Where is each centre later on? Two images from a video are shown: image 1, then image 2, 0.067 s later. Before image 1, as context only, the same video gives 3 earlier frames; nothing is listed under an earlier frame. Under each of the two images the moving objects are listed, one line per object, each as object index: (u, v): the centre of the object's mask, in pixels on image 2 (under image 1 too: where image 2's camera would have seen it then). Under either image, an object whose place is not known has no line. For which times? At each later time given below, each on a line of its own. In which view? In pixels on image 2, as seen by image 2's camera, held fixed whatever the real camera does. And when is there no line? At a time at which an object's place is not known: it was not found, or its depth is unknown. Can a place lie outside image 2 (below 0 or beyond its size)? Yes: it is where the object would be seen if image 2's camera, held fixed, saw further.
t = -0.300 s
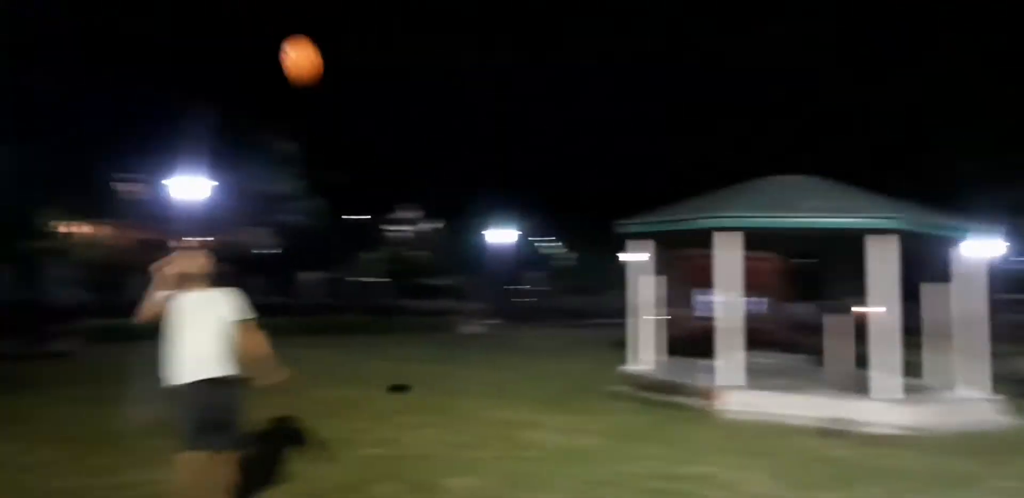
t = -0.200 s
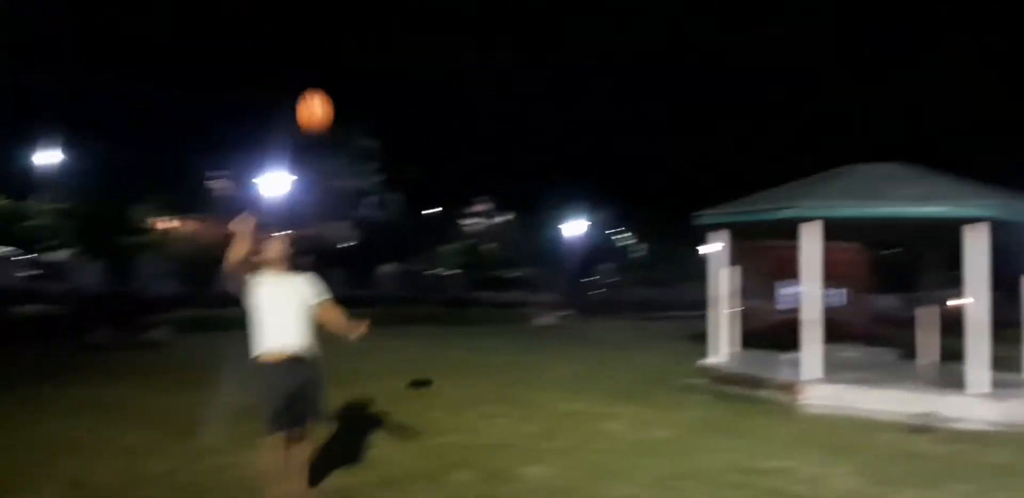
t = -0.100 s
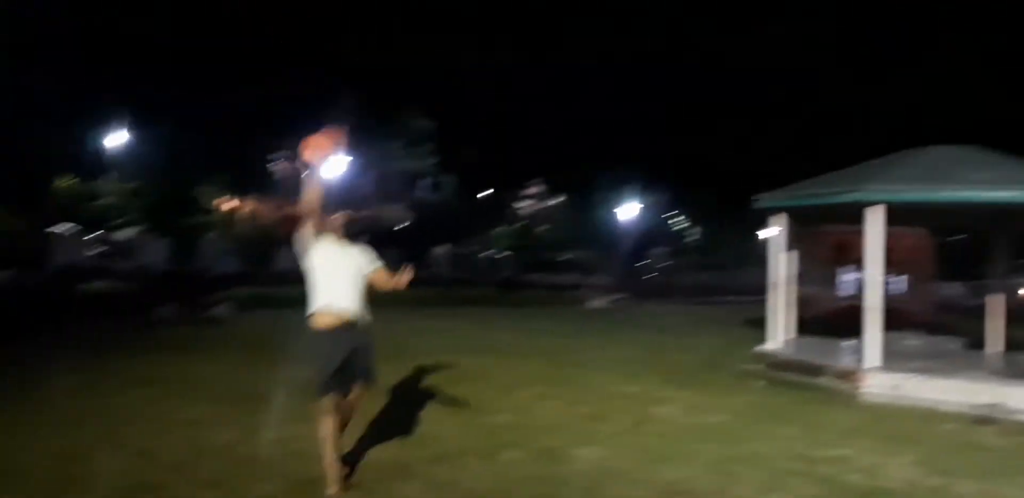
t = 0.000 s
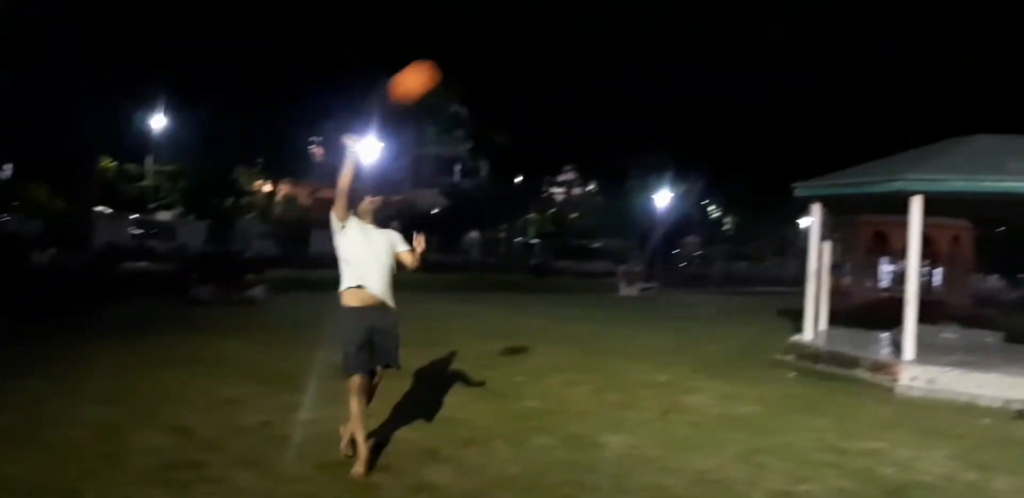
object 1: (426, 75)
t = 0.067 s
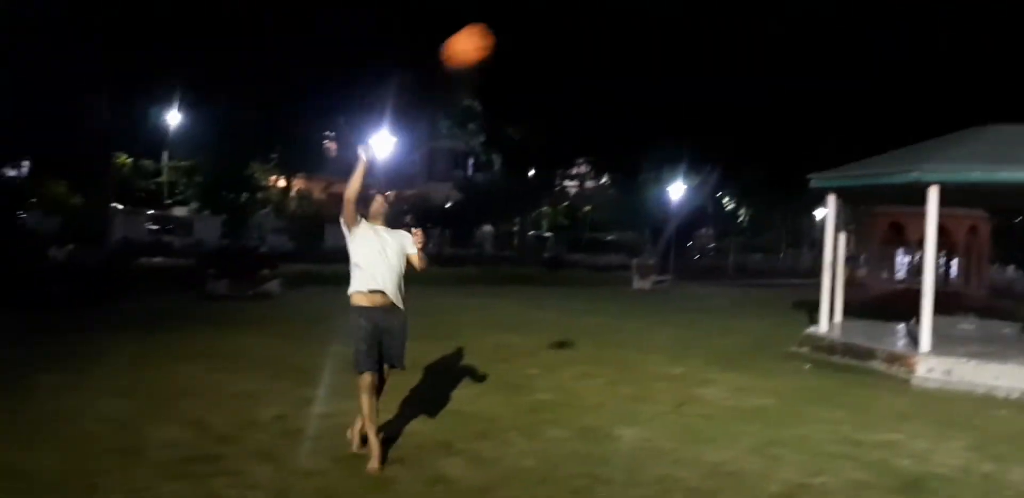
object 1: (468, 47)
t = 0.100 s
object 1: (490, 34)
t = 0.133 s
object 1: (512, 25)
